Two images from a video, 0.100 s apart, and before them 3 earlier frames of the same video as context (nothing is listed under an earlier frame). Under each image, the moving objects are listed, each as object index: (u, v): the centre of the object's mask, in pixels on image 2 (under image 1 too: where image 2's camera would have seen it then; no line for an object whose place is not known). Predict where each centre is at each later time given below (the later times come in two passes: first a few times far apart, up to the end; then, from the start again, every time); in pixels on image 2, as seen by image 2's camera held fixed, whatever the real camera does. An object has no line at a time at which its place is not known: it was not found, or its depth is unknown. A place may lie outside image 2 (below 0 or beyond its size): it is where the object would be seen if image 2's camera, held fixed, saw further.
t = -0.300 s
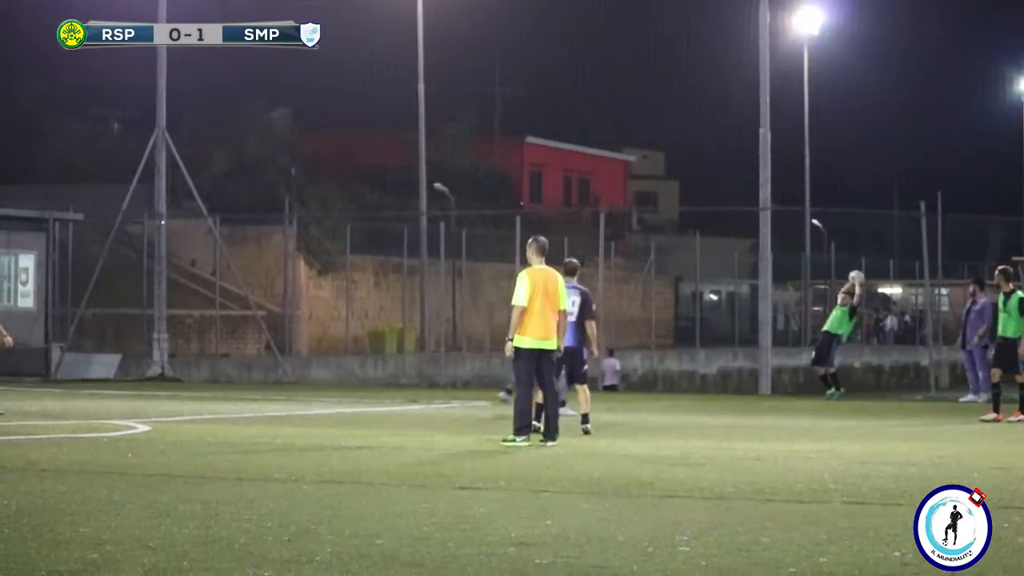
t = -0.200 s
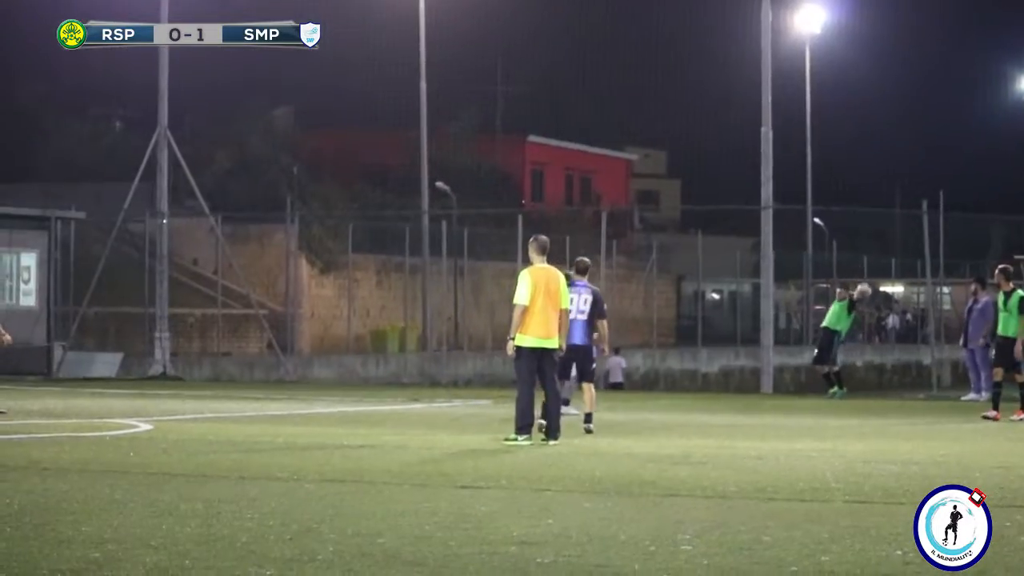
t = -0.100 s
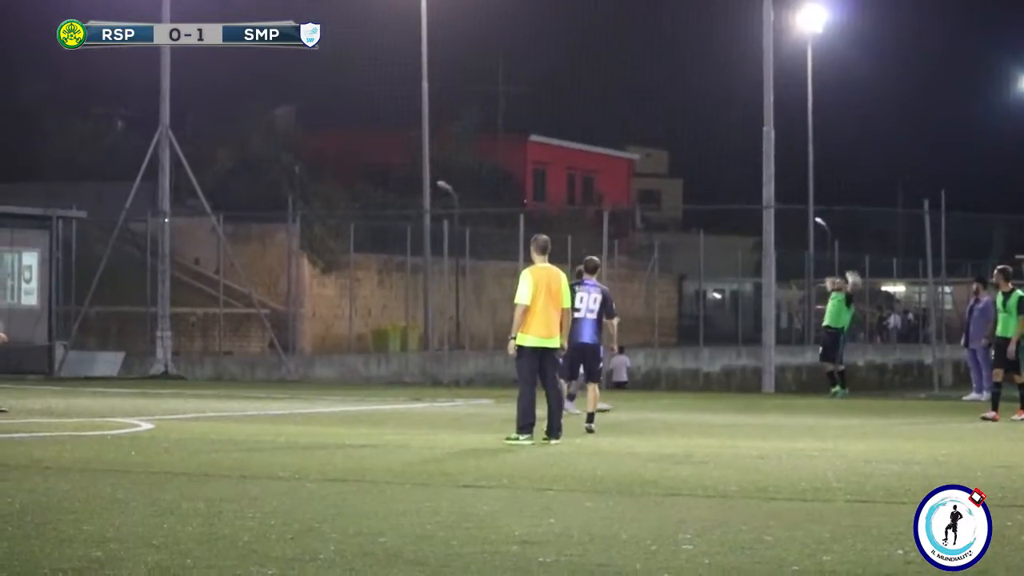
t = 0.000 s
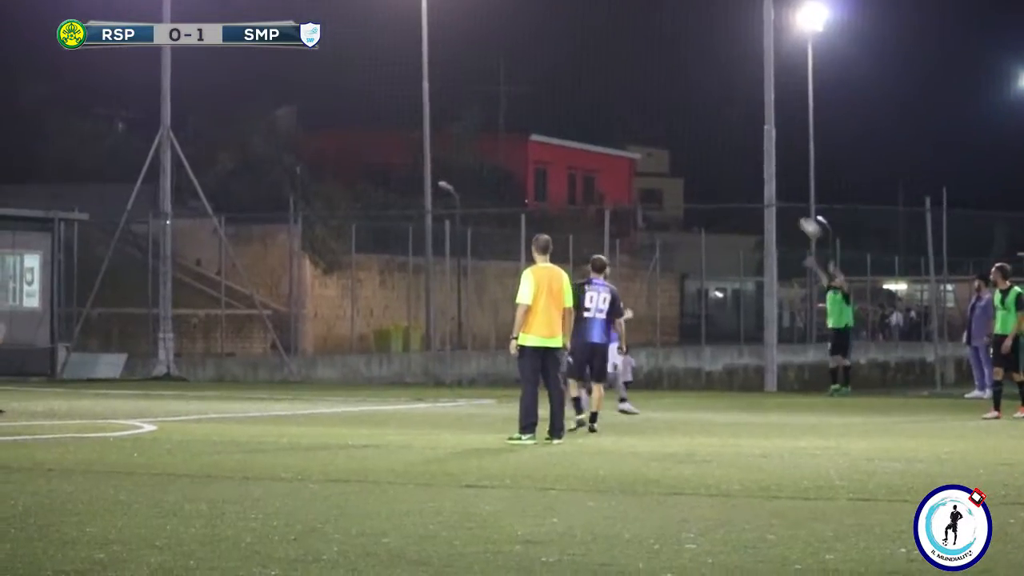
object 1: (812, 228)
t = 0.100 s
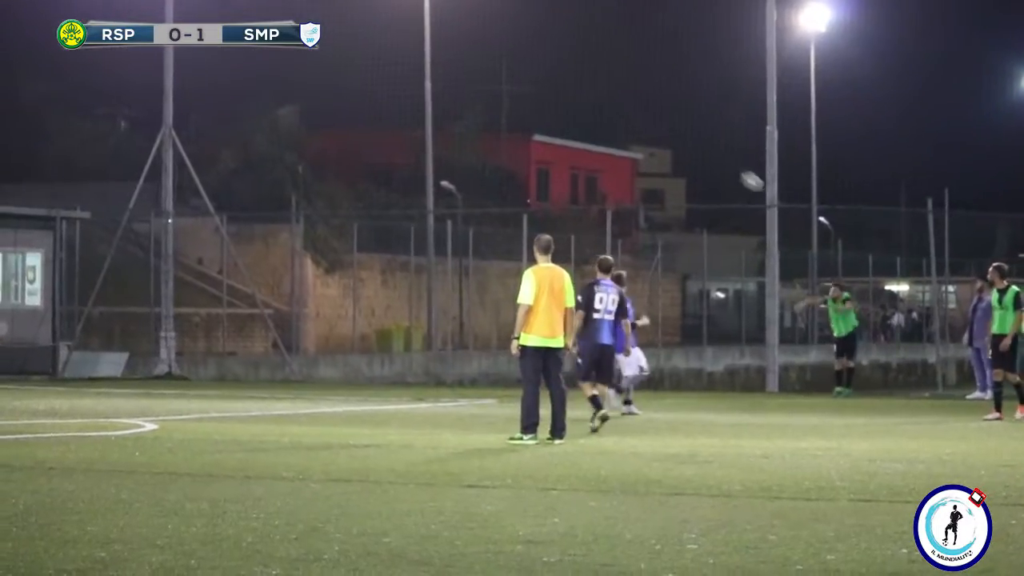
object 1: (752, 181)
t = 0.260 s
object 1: (657, 118)
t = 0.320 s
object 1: (622, 99)
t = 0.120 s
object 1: (740, 172)
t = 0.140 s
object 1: (728, 164)
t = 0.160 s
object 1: (716, 156)
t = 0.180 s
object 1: (704, 147)
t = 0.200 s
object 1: (692, 139)
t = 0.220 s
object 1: (680, 132)
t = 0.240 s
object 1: (669, 126)
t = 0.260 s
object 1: (657, 118)
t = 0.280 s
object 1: (645, 111)
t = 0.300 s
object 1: (633, 105)
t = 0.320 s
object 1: (622, 99)
